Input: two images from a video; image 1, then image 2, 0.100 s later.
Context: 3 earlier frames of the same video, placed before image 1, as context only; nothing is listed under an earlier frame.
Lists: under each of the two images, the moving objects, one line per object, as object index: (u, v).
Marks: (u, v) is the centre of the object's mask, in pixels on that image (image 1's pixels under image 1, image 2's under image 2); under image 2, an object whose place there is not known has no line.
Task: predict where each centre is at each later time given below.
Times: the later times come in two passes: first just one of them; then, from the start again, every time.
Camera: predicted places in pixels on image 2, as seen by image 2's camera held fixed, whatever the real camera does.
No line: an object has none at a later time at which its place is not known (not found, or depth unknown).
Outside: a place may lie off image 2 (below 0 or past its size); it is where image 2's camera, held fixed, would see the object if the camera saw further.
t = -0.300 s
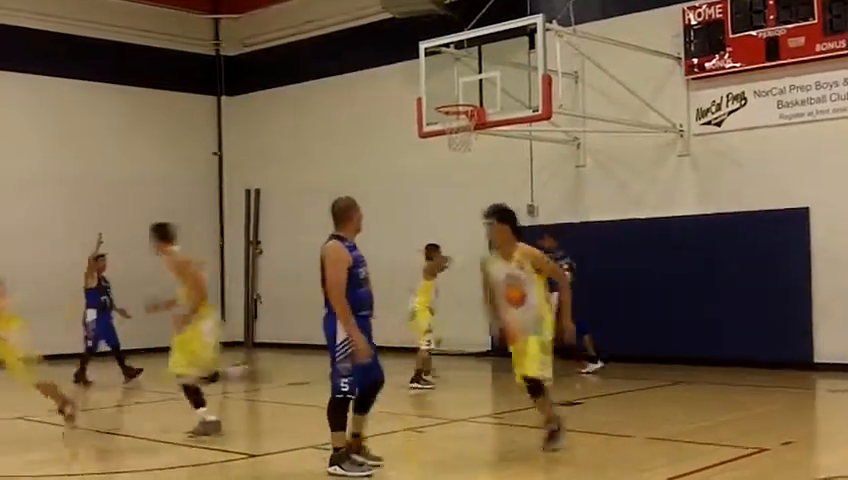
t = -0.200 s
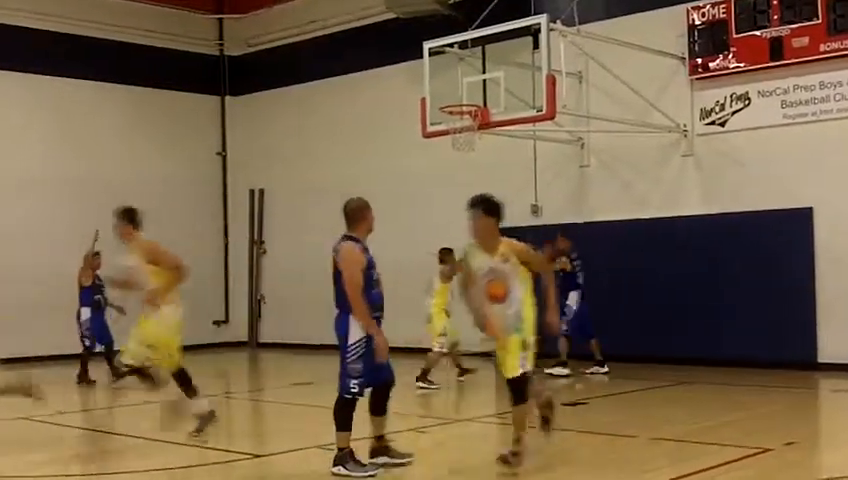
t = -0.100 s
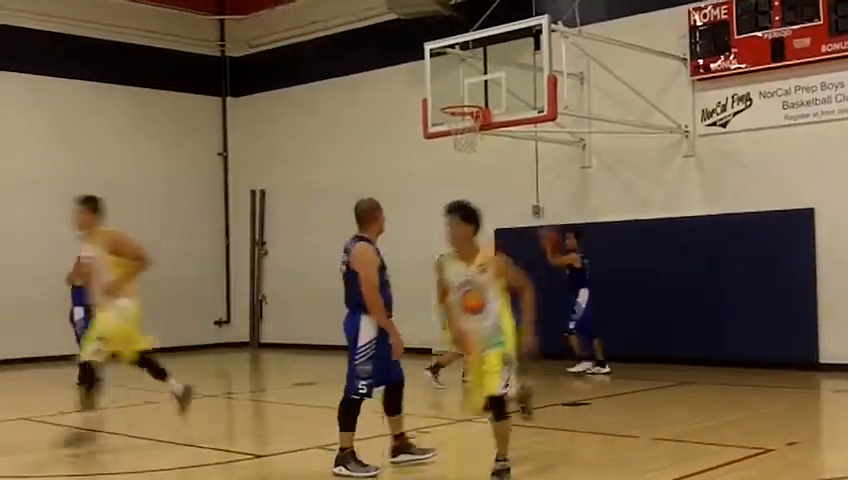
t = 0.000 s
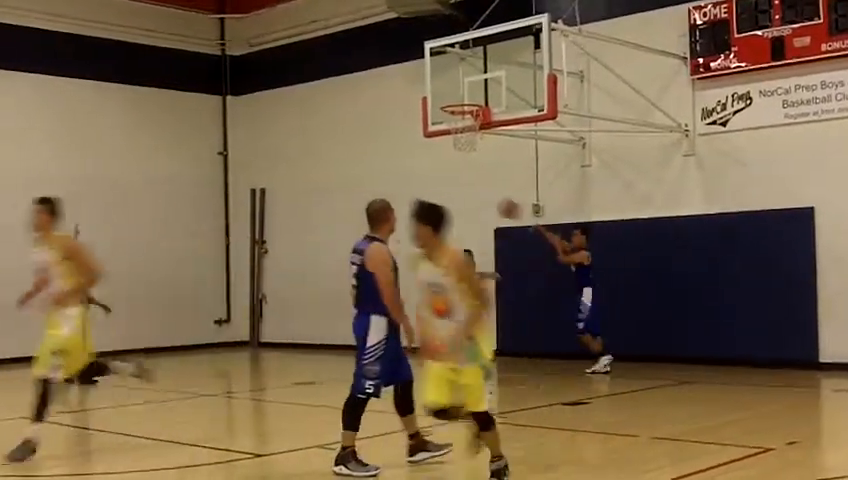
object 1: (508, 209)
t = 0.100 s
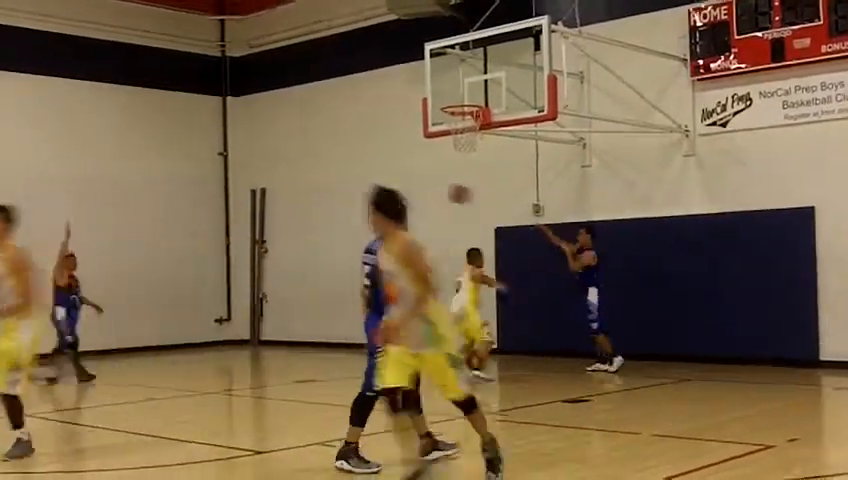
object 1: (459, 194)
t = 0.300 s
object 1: (360, 186)
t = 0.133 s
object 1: (443, 189)
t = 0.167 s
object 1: (426, 188)
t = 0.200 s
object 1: (410, 187)
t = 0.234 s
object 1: (390, 185)
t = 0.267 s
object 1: (376, 186)
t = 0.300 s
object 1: (360, 186)
